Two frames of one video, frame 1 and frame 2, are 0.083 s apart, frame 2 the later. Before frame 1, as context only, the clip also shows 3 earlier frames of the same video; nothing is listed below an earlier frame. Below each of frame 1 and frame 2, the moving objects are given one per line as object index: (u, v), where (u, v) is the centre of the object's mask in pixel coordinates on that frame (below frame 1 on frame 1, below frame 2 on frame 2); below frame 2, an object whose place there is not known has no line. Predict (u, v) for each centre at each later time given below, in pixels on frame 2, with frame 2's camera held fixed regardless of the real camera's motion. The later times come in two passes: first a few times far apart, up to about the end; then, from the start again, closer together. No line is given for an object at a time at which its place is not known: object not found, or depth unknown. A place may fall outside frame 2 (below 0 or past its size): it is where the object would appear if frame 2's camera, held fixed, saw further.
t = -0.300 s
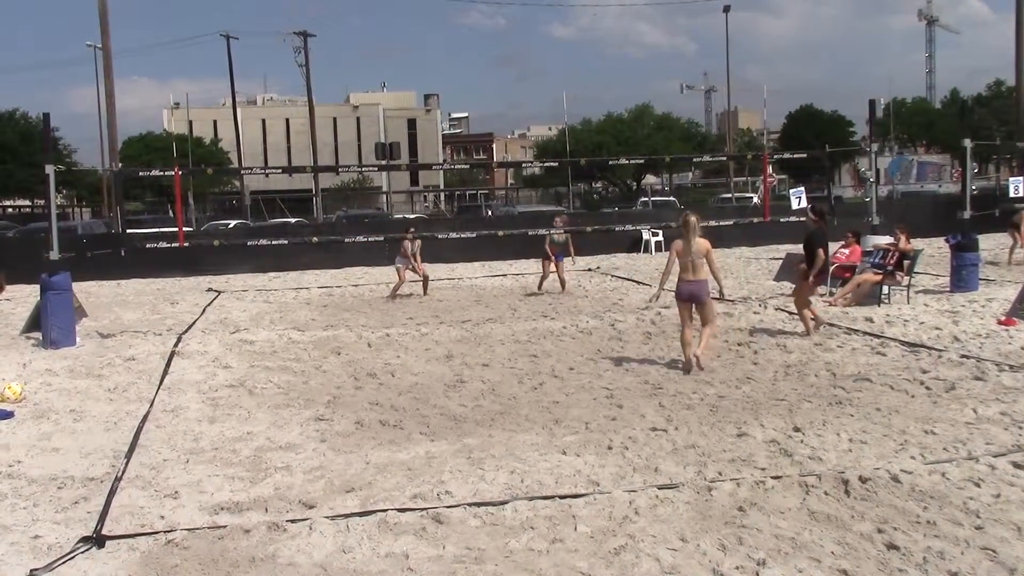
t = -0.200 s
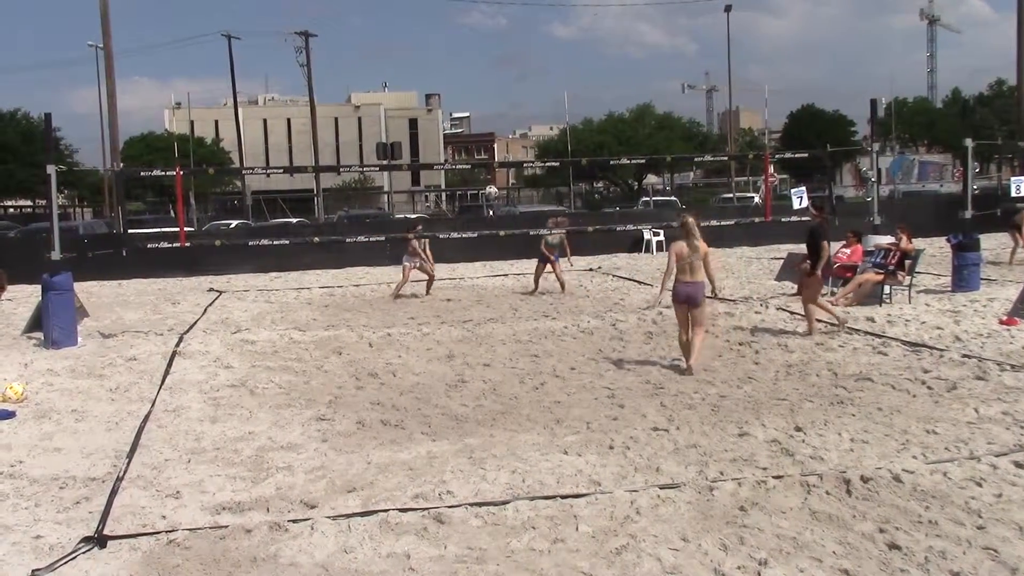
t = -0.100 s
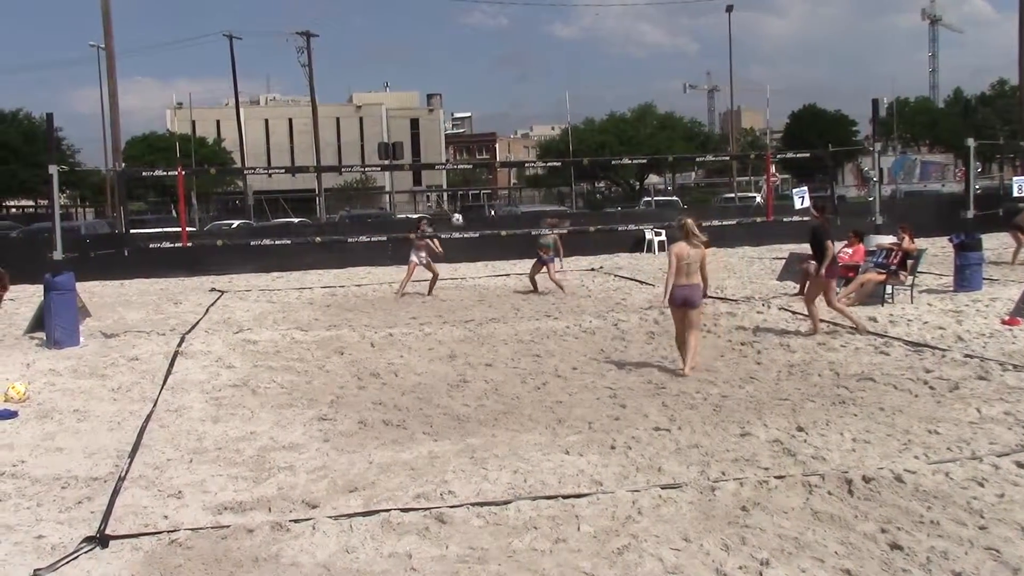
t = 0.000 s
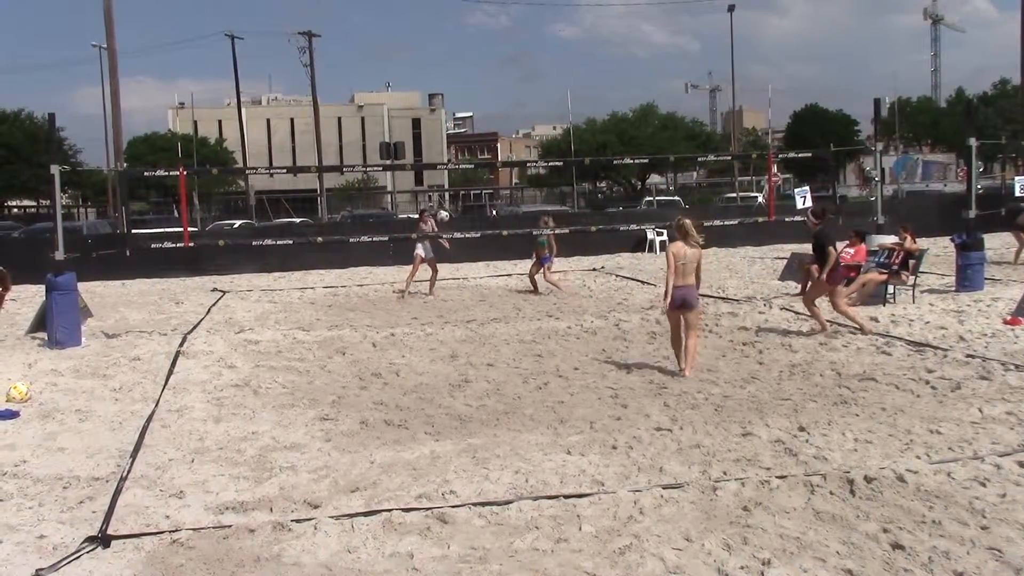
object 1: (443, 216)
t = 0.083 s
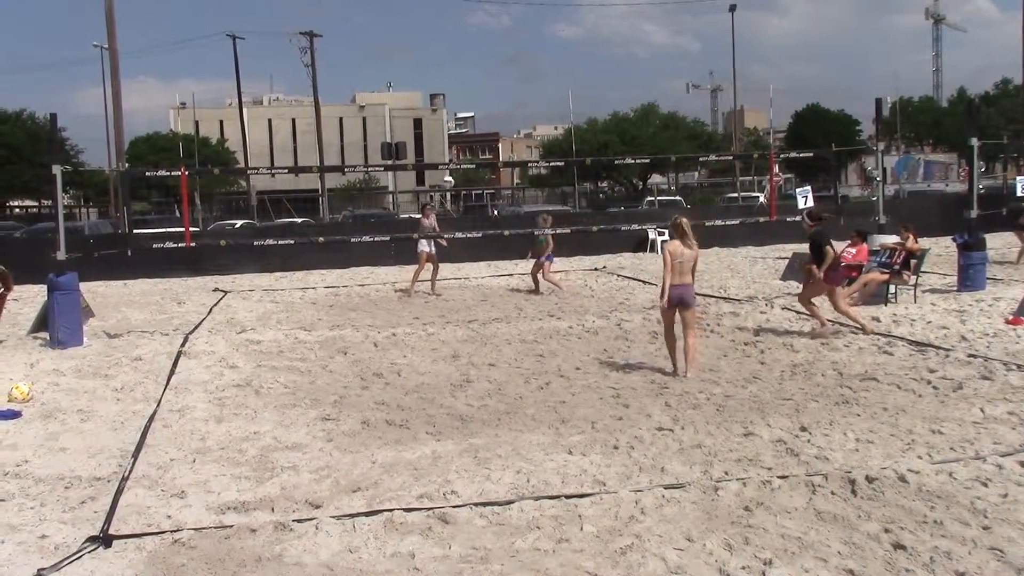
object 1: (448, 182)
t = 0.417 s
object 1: (465, 78)
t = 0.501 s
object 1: (469, 62)
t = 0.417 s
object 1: (465, 78)
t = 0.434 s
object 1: (465, 74)
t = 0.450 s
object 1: (467, 71)
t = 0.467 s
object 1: (468, 67)
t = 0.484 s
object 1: (468, 63)
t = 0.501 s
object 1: (469, 62)
